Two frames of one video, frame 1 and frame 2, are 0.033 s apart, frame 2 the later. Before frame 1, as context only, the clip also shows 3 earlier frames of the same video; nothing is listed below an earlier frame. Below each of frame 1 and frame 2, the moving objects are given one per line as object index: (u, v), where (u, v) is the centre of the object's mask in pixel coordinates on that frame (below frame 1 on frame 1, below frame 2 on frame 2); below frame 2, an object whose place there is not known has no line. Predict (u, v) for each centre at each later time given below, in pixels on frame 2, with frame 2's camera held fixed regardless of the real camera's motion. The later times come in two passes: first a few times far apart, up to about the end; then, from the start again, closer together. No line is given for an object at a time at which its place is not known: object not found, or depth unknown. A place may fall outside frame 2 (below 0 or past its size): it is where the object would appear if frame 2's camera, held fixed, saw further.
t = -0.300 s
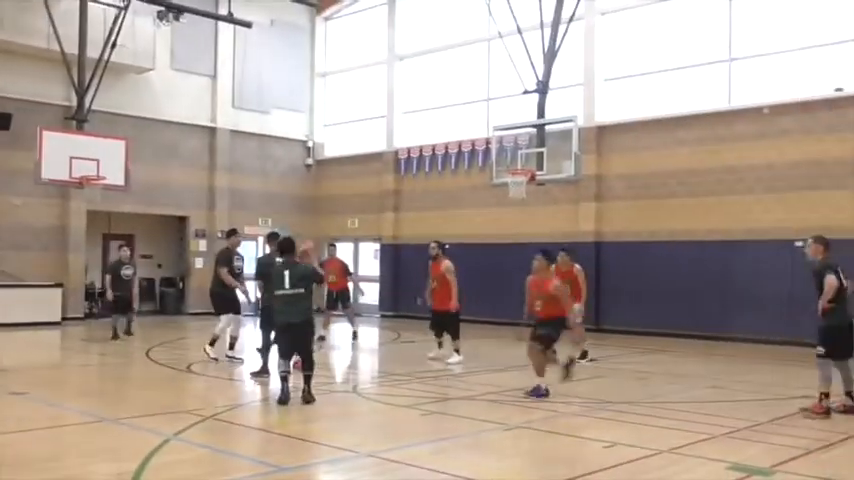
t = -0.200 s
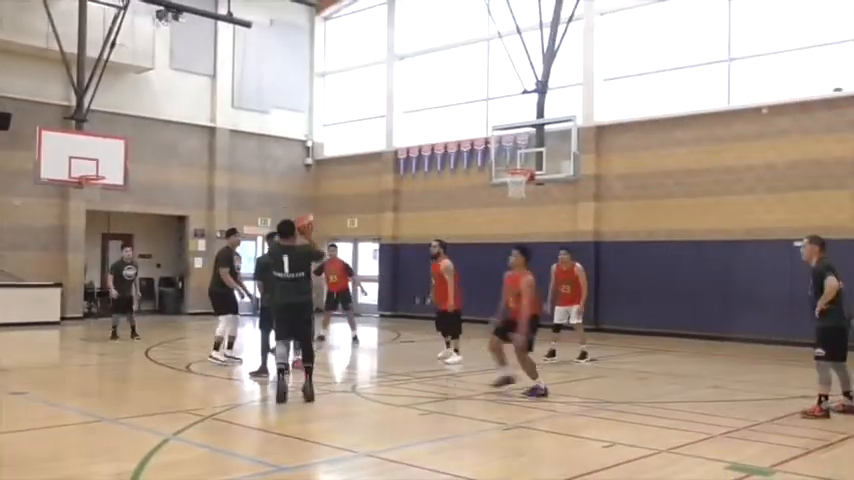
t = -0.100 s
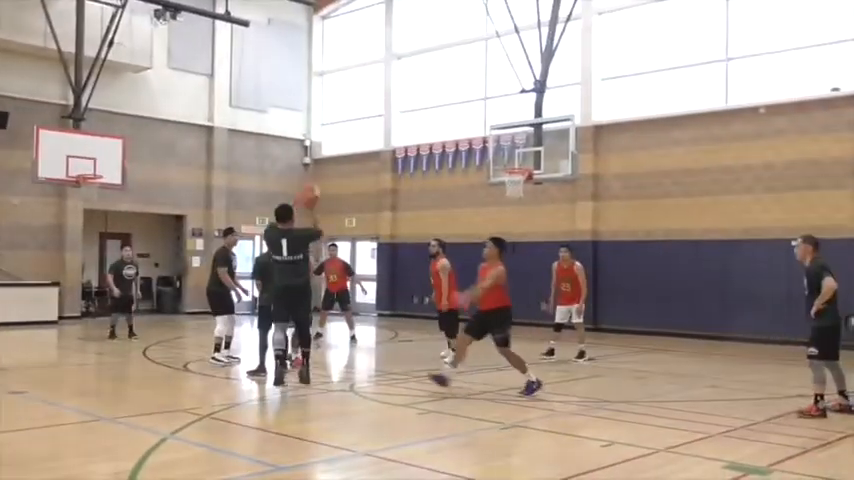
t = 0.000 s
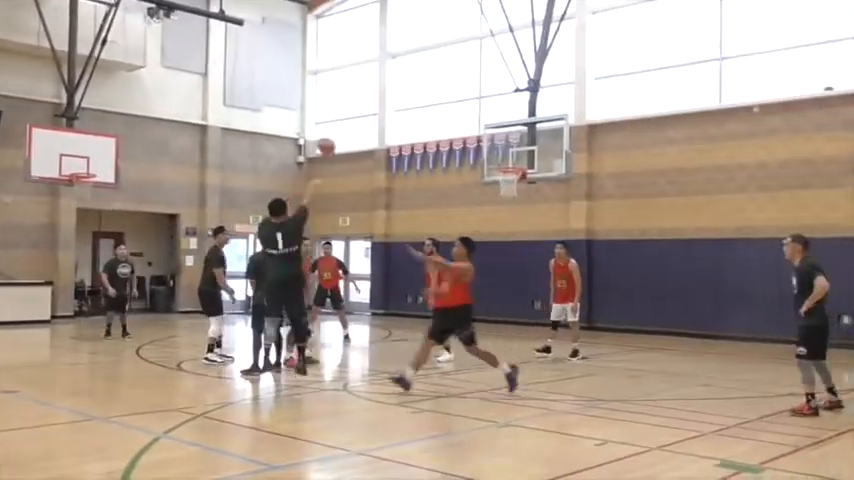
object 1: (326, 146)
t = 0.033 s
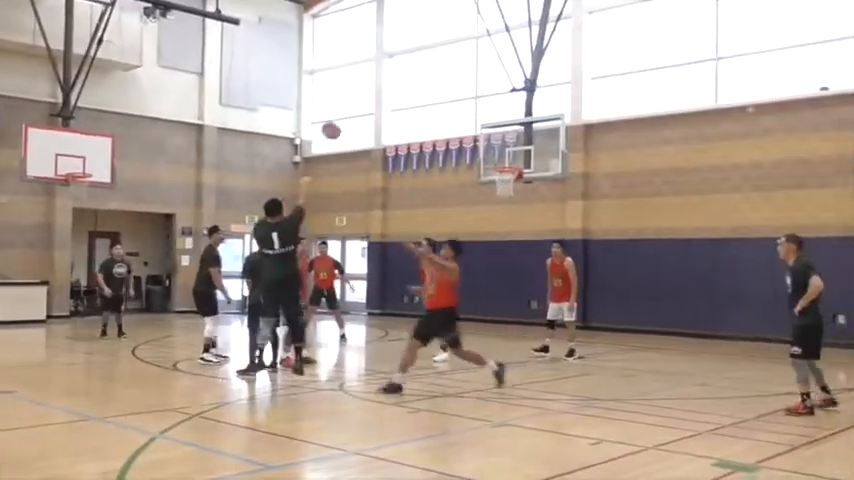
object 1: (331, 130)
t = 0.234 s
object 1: (377, 72)
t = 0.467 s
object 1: (420, 51)
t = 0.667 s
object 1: (450, 64)
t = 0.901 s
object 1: (479, 107)
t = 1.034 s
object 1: (494, 139)
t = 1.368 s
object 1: (513, 147)
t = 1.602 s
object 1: (521, 140)
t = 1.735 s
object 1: (526, 150)
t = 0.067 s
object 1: (339, 117)
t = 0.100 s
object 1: (347, 106)
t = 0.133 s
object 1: (356, 96)
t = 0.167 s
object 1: (363, 86)
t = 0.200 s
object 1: (370, 78)
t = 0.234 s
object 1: (377, 72)
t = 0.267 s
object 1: (383, 66)
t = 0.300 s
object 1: (390, 61)
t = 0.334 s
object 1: (396, 57)
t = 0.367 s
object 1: (403, 55)
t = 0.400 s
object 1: (408, 52)
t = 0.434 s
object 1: (414, 51)
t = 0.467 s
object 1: (420, 51)
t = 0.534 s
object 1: (431, 52)
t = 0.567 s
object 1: (436, 54)
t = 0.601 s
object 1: (440, 57)
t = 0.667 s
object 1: (450, 64)
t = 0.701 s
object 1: (454, 69)
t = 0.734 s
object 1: (459, 74)
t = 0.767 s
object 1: (463, 79)
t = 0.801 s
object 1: (467, 85)
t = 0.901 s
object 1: (479, 107)
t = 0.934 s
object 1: (482, 115)
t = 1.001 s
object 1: (489, 133)
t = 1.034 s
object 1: (494, 139)
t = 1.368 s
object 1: (513, 147)
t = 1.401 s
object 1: (512, 144)
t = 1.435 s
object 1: (513, 141)
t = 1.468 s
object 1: (517, 141)
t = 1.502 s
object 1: (521, 140)
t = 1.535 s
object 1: (520, 140)
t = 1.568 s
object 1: (521, 140)
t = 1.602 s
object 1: (521, 140)
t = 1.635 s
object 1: (523, 141)
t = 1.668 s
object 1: (523, 143)
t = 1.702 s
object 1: (525, 145)
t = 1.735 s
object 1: (526, 150)
